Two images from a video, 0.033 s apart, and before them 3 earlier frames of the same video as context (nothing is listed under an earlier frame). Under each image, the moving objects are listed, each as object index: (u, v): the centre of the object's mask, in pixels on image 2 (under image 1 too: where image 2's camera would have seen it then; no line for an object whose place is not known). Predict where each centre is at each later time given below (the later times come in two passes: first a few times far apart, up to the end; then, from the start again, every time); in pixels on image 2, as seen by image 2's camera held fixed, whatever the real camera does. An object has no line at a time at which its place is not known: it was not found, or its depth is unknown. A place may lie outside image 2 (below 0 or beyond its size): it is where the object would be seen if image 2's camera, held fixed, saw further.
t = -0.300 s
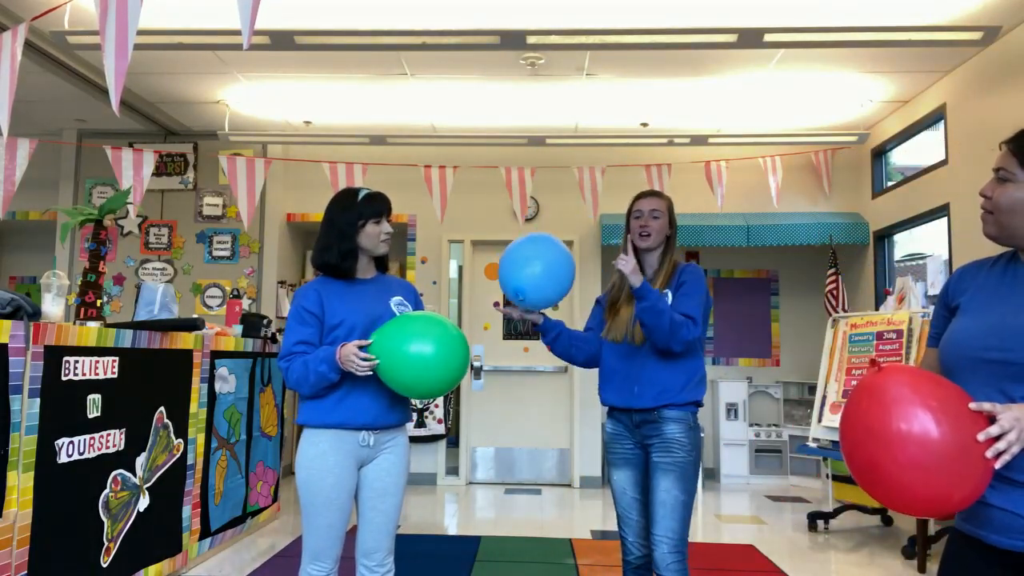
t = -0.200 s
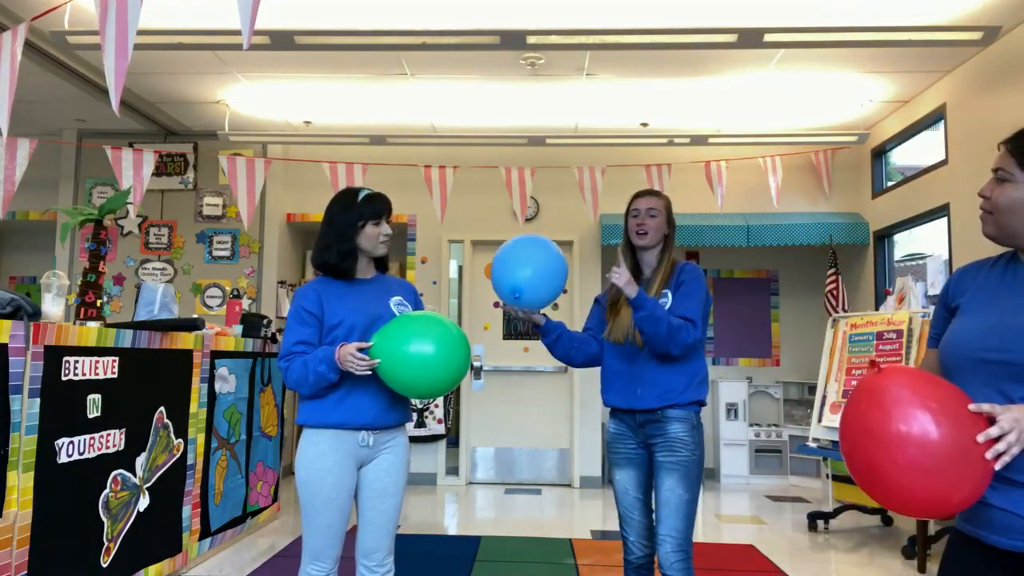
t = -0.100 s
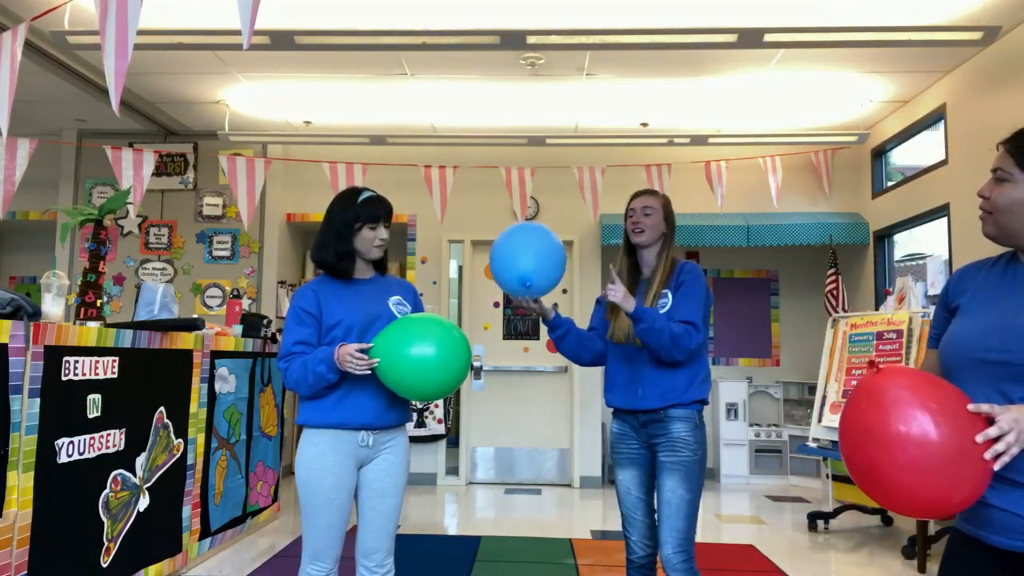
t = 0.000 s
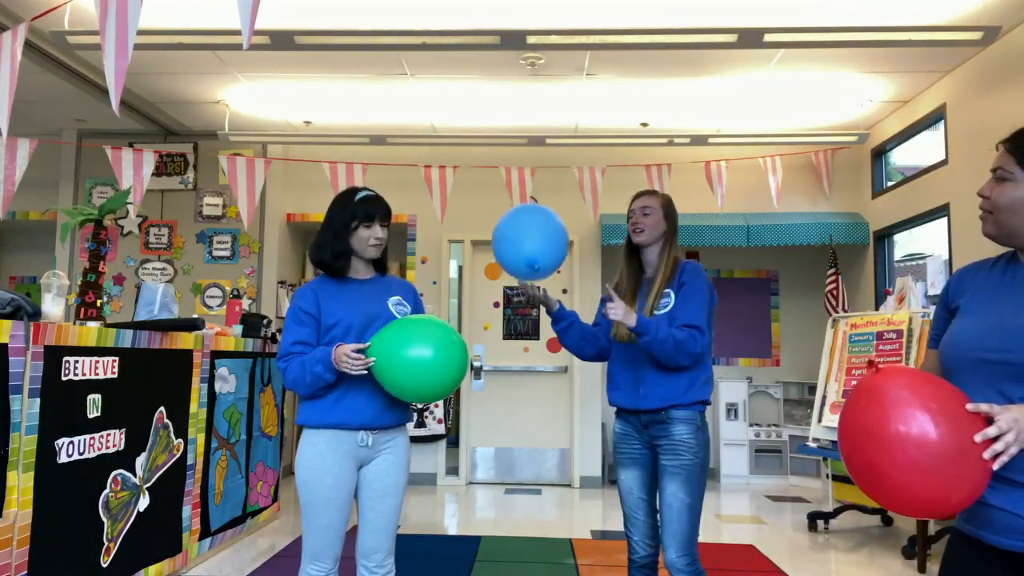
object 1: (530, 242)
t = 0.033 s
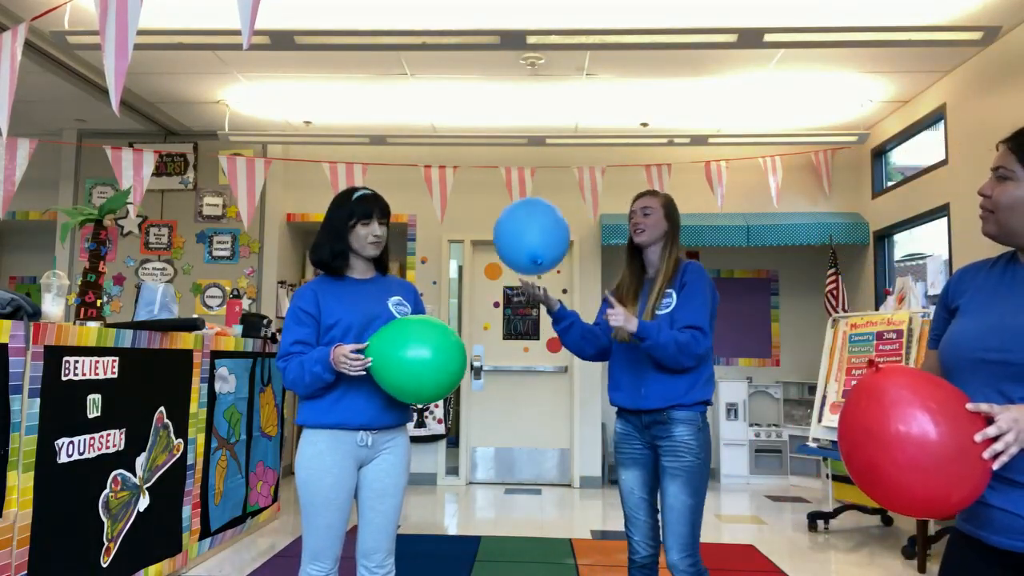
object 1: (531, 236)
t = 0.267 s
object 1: (541, 214)
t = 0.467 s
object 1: (548, 219)
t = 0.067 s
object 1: (533, 231)
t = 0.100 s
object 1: (534, 227)
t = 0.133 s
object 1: (535, 223)
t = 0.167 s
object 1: (537, 220)
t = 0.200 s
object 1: (538, 217)
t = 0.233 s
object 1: (539, 215)
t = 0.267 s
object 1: (541, 214)
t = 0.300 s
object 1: (542, 214)
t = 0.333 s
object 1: (543, 214)
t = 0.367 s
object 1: (545, 214)
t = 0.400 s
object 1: (546, 215)
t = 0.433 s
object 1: (547, 217)
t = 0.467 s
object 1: (548, 219)
